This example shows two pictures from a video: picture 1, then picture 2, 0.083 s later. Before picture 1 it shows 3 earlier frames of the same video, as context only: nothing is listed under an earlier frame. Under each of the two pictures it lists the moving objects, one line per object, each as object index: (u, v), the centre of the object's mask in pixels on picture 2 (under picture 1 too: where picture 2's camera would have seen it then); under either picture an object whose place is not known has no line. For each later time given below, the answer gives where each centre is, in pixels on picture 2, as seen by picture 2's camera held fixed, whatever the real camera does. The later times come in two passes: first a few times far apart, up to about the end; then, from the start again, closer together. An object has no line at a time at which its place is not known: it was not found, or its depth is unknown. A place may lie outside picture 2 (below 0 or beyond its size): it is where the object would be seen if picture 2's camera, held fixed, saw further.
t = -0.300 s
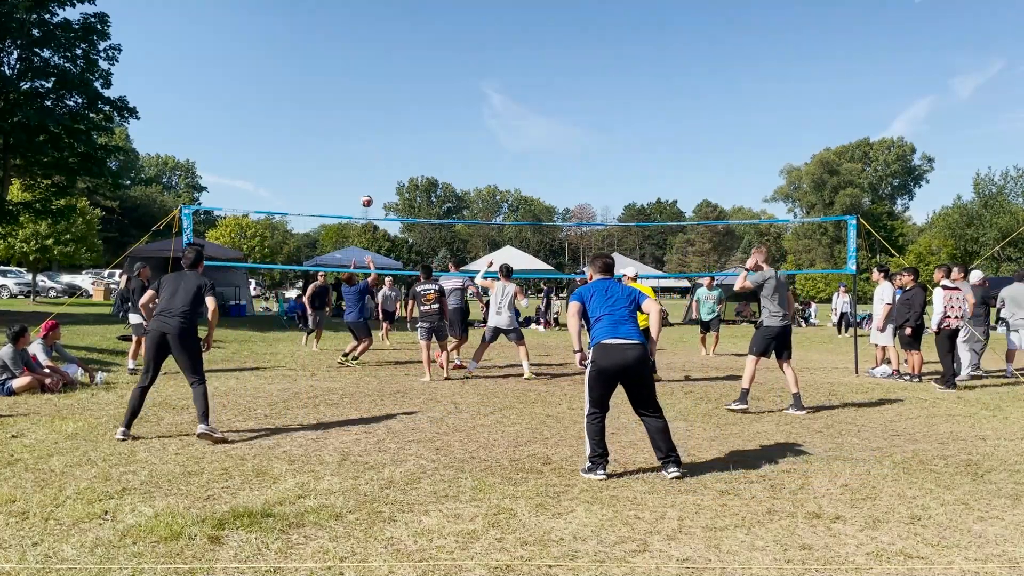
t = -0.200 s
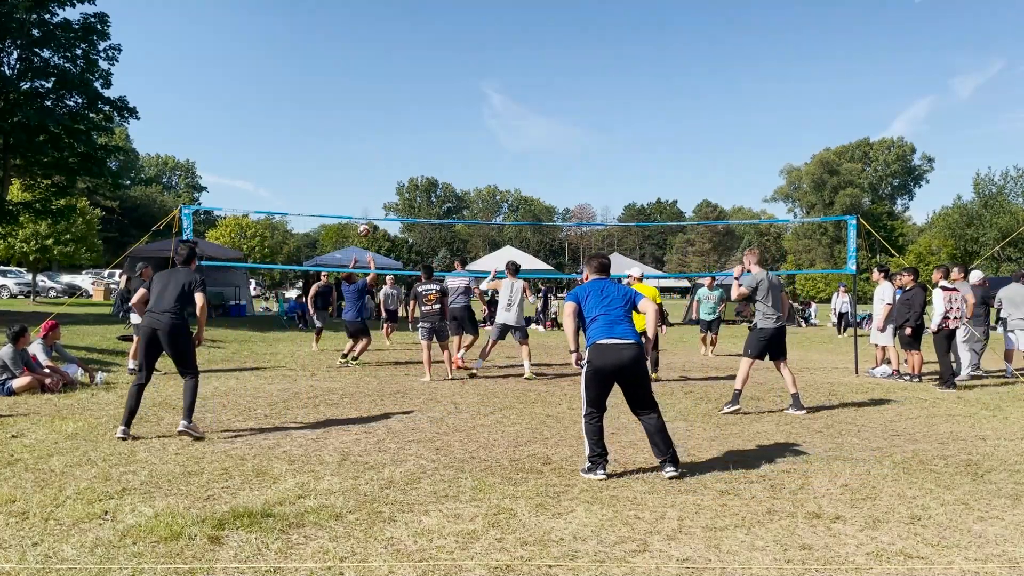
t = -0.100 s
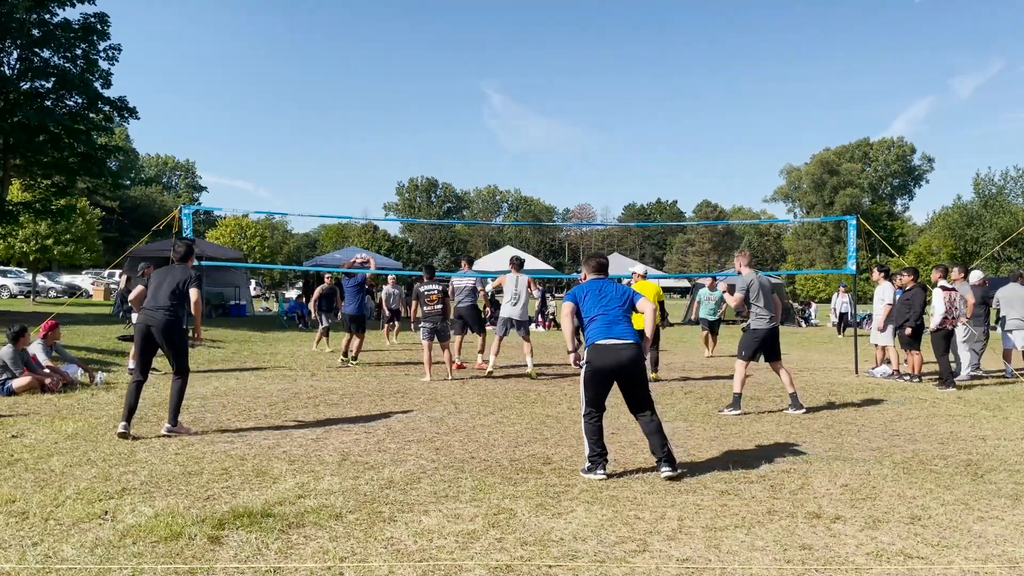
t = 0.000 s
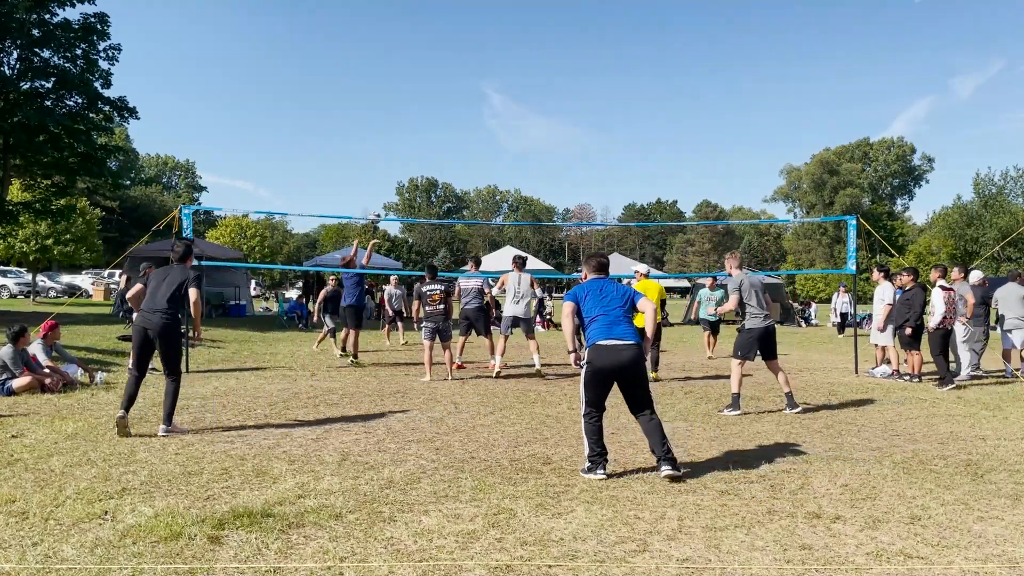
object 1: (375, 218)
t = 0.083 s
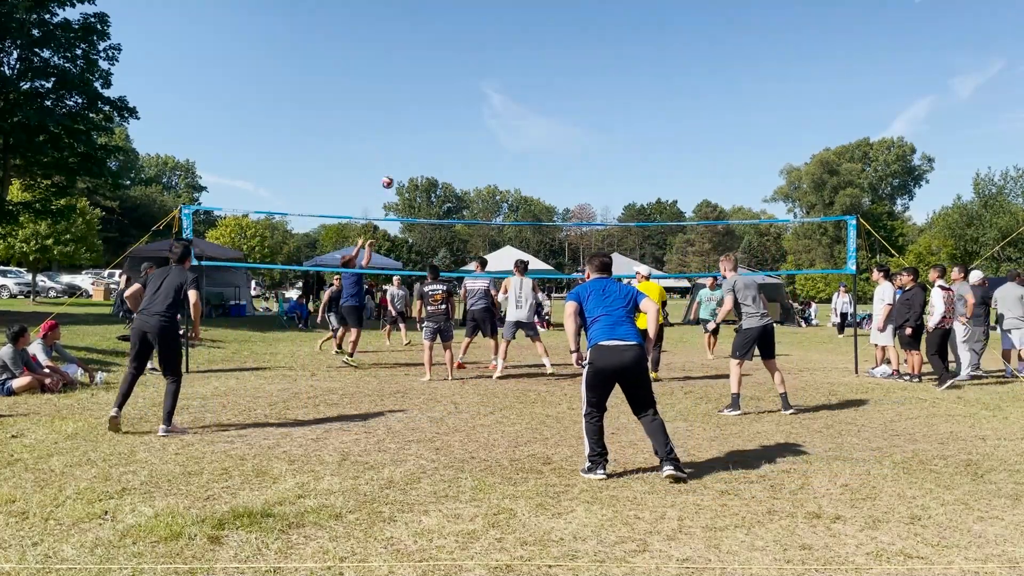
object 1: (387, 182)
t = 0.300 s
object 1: (418, 112)
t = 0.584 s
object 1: (456, 66)
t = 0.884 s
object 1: (495, 70)
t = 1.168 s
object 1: (529, 120)
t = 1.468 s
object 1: (561, 216)
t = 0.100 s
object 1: (390, 176)
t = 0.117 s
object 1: (392, 170)
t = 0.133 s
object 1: (395, 163)
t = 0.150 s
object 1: (397, 157)
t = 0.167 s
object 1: (400, 152)
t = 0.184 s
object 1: (402, 146)
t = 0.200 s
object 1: (405, 141)
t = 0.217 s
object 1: (407, 136)
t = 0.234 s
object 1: (409, 131)
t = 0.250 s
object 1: (411, 126)
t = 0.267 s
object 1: (414, 121)
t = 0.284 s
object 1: (416, 117)
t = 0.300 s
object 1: (418, 112)
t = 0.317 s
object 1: (420, 108)
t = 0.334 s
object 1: (423, 104)
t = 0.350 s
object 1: (425, 101)
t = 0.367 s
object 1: (428, 97)
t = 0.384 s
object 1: (430, 94)
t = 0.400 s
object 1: (432, 90)
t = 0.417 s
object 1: (434, 87)
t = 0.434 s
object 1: (436, 84)
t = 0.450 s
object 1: (439, 82)
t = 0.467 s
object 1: (441, 79)
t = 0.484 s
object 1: (443, 77)
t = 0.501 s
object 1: (445, 74)
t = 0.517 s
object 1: (448, 73)
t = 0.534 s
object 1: (450, 71)
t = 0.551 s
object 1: (452, 69)
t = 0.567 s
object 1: (454, 68)
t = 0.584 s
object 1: (456, 66)
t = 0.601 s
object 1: (459, 65)
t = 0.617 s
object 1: (461, 64)
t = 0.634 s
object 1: (463, 63)
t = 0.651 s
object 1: (465, 63)
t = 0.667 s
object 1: (467, 62)
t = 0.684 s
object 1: (470, 62)
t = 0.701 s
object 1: (472, 62)
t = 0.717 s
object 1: (474, 62)
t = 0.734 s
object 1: (476, 62)
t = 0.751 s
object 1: (478, 62)
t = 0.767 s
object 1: (480, 63)
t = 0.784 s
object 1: (482, 64)
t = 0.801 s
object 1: (485, 64)
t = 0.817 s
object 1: (486, 65)
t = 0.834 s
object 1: (489, 66)
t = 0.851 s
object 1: (491, 67)
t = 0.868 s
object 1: (493, 69)
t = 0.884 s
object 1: (495, 70)
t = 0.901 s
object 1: (497, 72)
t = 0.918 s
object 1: (499, 74)
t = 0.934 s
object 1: (501, 76)
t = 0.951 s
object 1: (503, 78)
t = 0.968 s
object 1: (505, 80)
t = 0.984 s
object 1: (507, 83)
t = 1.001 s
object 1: (509, 86)
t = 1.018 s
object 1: (511, 88)
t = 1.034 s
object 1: (513, 92)
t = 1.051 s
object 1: (515, 95)
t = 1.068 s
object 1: (517, 98)
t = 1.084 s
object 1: (519, 101)
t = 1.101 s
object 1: (521, 105)
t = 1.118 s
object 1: (523, 109)
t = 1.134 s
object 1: (525, 112)
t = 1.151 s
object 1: (527, 116)
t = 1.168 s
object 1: (529, 120)
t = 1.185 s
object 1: (531, 125)
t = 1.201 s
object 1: (533, 129)
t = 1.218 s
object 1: (535, 134)
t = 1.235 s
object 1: (536, 138)
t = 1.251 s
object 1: (538, 143)
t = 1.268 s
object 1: (540, 148)
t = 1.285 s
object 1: (542, 154)
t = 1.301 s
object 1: (544, 158)
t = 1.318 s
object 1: (546, 164)
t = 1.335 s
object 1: (547, 169)
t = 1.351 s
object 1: (549, 174)
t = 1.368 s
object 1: (551, 180)
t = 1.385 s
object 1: (553, 186)
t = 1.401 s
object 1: (555, 192)
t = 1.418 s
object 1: (556, 198)
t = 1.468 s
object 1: (561, 216)
